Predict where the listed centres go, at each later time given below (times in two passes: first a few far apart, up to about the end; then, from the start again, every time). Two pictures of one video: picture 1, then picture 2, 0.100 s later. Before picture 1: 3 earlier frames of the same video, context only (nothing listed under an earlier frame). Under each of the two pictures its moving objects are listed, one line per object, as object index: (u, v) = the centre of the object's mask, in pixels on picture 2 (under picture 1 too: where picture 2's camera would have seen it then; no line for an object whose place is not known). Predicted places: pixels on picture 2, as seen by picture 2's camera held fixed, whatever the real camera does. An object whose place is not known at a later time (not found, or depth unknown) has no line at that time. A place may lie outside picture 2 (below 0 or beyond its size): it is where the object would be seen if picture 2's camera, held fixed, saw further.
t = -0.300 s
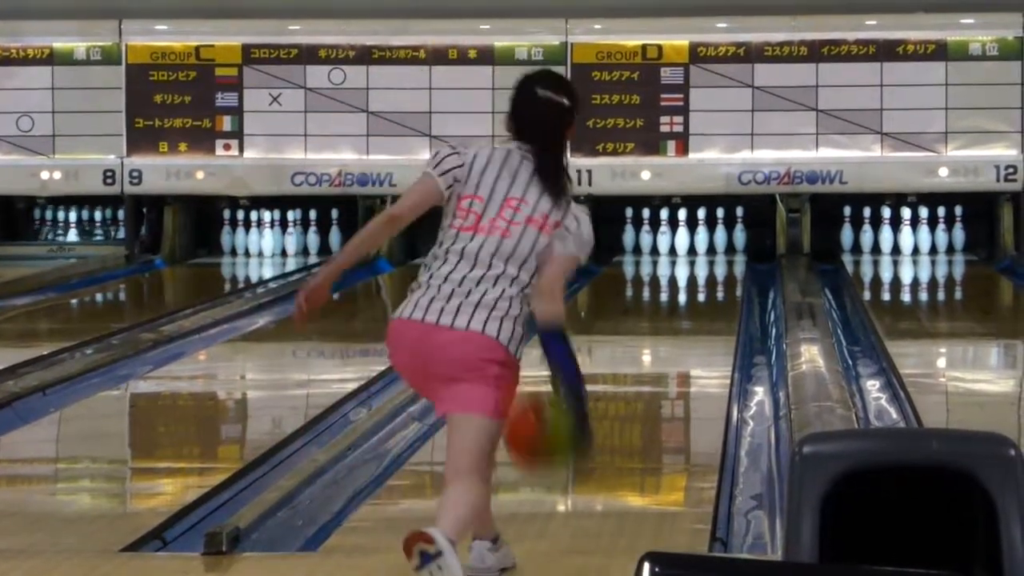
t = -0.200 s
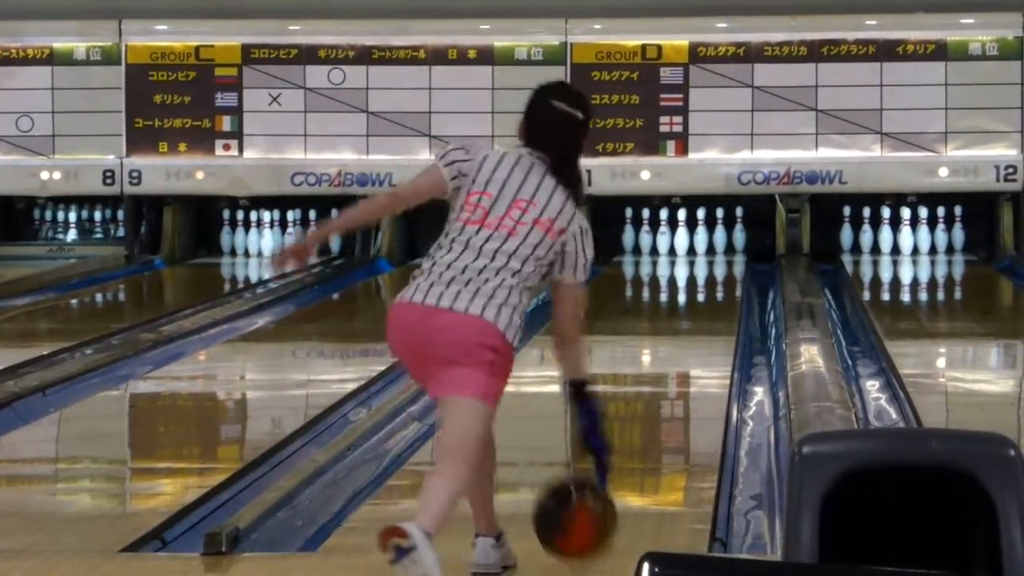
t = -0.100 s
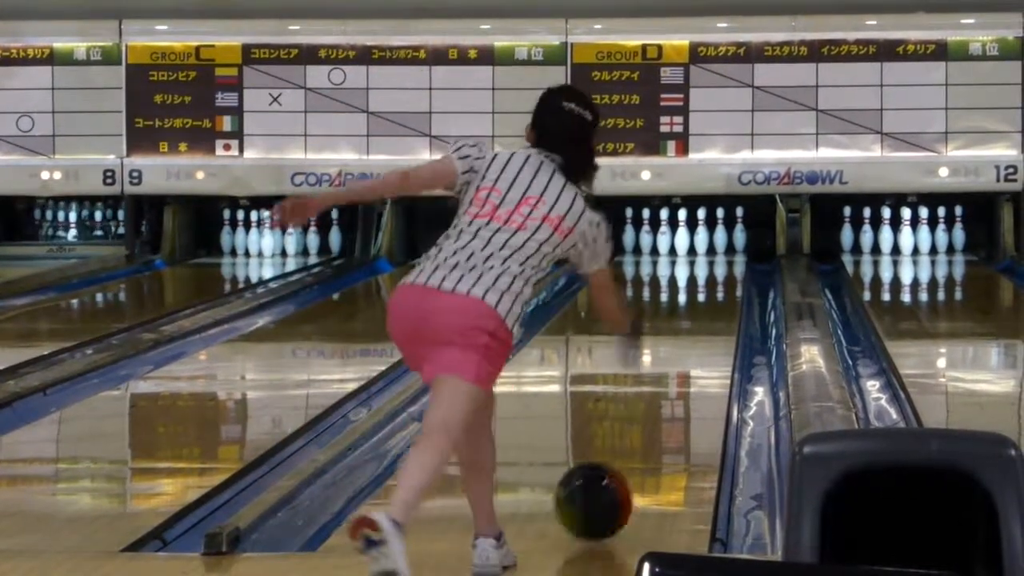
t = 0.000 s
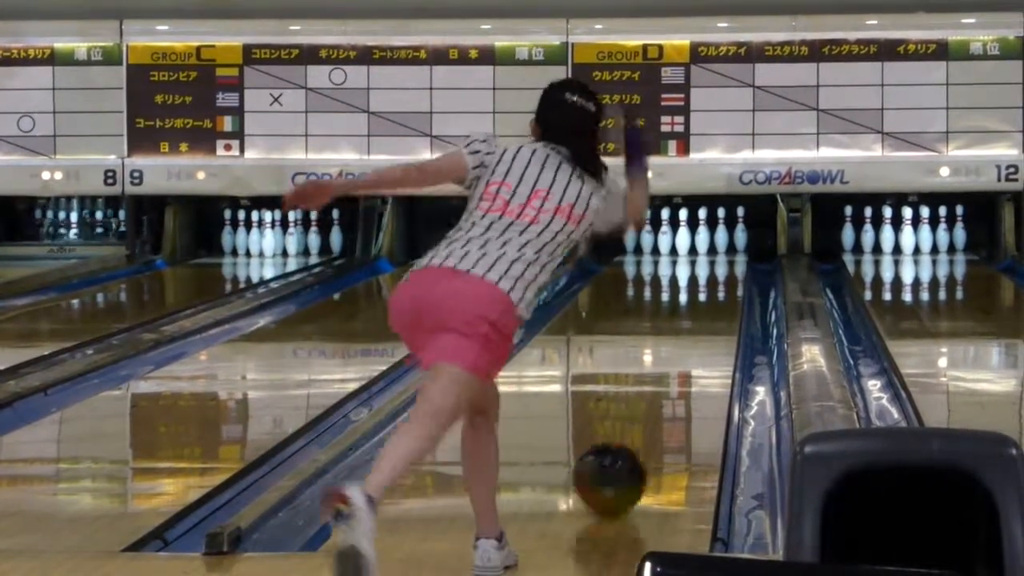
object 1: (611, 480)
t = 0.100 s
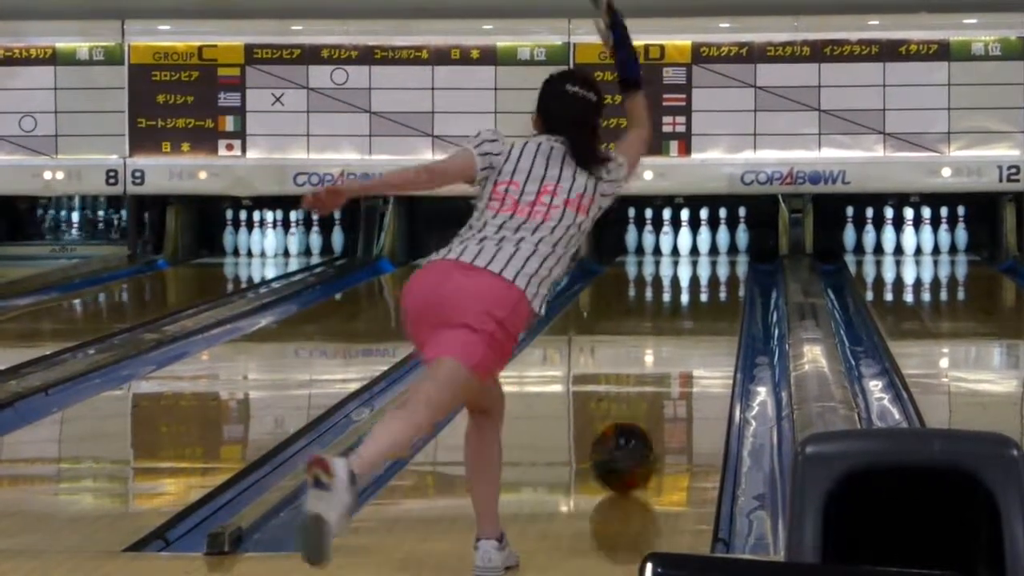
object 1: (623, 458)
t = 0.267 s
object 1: (642, 428)
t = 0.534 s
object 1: (665, 387)
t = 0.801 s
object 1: (682, 356)
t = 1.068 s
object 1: (695, 331)
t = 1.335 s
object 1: (704, 312)
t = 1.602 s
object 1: (713, 293)
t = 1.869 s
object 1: (714, 282)
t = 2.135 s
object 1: (718, 271)
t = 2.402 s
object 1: (716, 263)
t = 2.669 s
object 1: (710, 255)
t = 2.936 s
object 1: (706, 250)
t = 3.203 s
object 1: (704, 243)
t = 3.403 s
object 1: (709, 240)
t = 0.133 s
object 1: (627, 451)
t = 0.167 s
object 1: (631, 444)
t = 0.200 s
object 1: (635, 439)
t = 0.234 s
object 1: (639, 433)
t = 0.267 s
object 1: (642, 428)
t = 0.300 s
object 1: (645, 422)
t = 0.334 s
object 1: (649, 416)
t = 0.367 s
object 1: (652, 411)
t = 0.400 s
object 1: (655, 405)
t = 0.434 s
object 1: (657, 401)
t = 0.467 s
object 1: (659, 397)
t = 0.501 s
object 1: (662, 392)
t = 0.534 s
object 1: (665, 387)
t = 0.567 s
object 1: (667, 383)
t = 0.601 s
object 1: (670, 379)
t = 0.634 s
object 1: (672, 375)
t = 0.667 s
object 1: (674, 370)
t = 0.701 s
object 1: (677, 367)
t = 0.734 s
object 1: (678, 363)
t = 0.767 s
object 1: (681, 359)
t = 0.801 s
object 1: (682, 356)
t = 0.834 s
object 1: (685, 353)
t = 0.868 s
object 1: (686, 350)
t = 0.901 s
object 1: (687, 346)
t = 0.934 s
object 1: (689, 344)
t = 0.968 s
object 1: (690, 341)
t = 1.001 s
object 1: (692, 338)
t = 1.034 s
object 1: (692, 335)
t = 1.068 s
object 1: (695, 331)
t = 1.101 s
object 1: (696, 329)
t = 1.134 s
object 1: (697, 327)
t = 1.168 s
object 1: (699, 324)
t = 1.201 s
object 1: (700, 322)
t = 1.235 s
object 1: (700, 319)
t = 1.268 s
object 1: (700, 318)
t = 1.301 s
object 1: (703, 316)
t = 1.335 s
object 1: (704, 312)
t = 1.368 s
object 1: (704, 311)
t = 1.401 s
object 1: (705, 308)
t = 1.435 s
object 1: (707, 307)
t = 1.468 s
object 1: (707, 305)
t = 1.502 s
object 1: (708, 303)
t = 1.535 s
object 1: (709, 299)
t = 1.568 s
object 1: (711, 295)
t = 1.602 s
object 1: (713, 293)
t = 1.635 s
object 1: (714, 289)
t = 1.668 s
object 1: (711, 294)
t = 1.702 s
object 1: (712, 292)
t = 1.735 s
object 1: (711, 290)
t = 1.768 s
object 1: (714, 286)
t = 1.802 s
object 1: (713, 286)
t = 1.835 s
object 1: (714, 284)
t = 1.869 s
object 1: (714, 282)
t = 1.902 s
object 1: (714, 281)
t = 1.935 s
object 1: (715, 279)
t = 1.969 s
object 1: (716, 277)
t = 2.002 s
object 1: (716, 277)
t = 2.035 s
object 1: (715, 276)
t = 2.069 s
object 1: (717, 275)
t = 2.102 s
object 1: (718, 274)
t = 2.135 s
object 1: (718, 271)
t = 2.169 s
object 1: (717, 271)
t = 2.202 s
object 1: (718, 270)
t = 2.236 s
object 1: (718, 268)
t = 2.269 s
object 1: (717, 267)
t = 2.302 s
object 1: (717, 267)
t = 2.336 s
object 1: (716, 265)
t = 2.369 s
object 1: (716, 264)
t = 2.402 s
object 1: (716, 263)
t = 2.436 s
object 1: (715, 261)
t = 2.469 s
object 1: (714, 261)
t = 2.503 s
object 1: (714, 259)
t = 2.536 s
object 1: (714, 258)
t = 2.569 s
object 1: (713, 258)
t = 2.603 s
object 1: (712, 257)
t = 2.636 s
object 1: (712, 256)
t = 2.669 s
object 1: (710, 255)
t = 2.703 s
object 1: (710, 254)
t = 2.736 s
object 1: (709, 254)
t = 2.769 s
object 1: (709, 253)
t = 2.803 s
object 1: (708, 252)
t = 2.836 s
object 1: (707, 251)
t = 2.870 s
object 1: (707, 251)
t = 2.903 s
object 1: (705, 250)
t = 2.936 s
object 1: (706, 250)
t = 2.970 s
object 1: (705, 249)
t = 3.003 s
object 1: (704, 247)
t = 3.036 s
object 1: (703, 247)
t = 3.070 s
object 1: (702, 246)
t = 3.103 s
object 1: (702, 245)
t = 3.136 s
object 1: (702, 244)
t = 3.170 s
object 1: (704, 244)
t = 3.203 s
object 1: (704, 243)
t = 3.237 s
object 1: (706, 242)
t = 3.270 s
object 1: (707, 243)
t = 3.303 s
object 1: (708, 241)
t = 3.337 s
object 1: (709, 241)
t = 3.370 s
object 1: (707, 241)
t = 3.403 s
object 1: (709, 240)
